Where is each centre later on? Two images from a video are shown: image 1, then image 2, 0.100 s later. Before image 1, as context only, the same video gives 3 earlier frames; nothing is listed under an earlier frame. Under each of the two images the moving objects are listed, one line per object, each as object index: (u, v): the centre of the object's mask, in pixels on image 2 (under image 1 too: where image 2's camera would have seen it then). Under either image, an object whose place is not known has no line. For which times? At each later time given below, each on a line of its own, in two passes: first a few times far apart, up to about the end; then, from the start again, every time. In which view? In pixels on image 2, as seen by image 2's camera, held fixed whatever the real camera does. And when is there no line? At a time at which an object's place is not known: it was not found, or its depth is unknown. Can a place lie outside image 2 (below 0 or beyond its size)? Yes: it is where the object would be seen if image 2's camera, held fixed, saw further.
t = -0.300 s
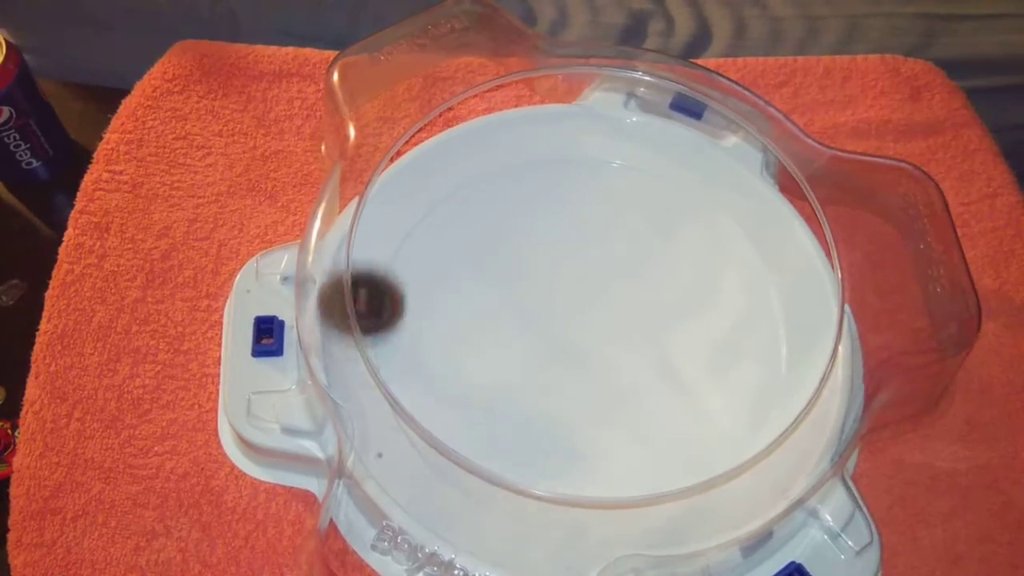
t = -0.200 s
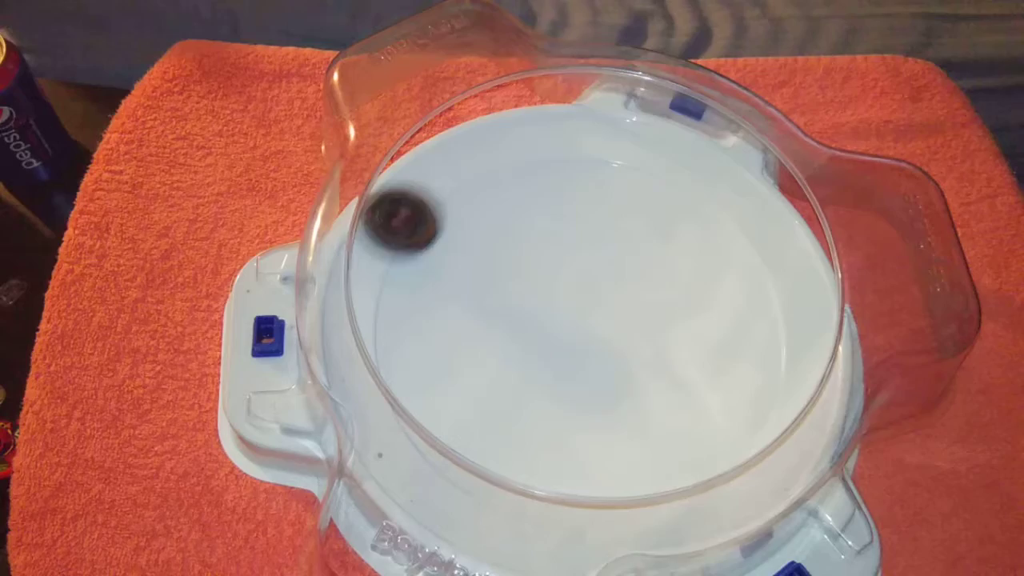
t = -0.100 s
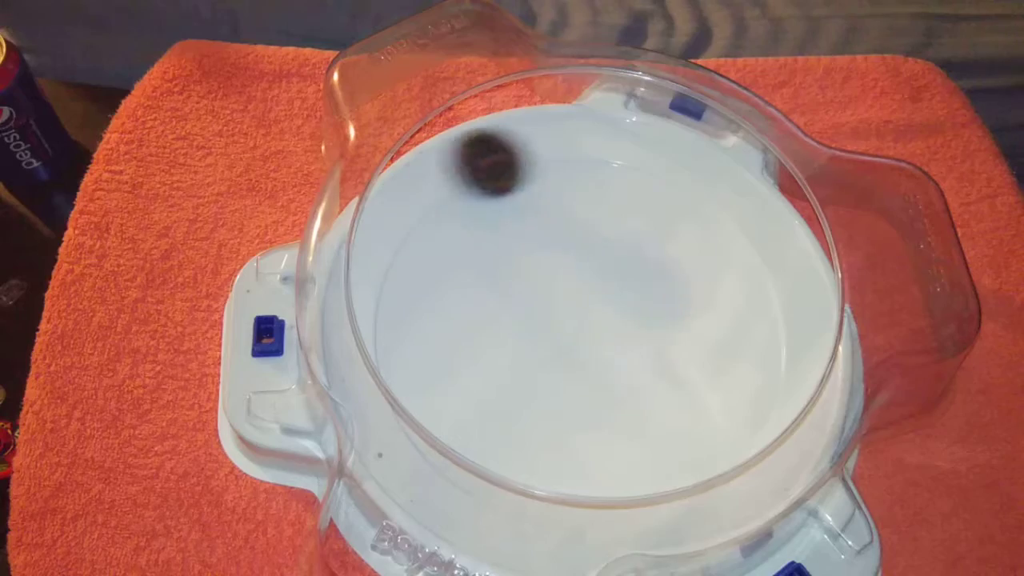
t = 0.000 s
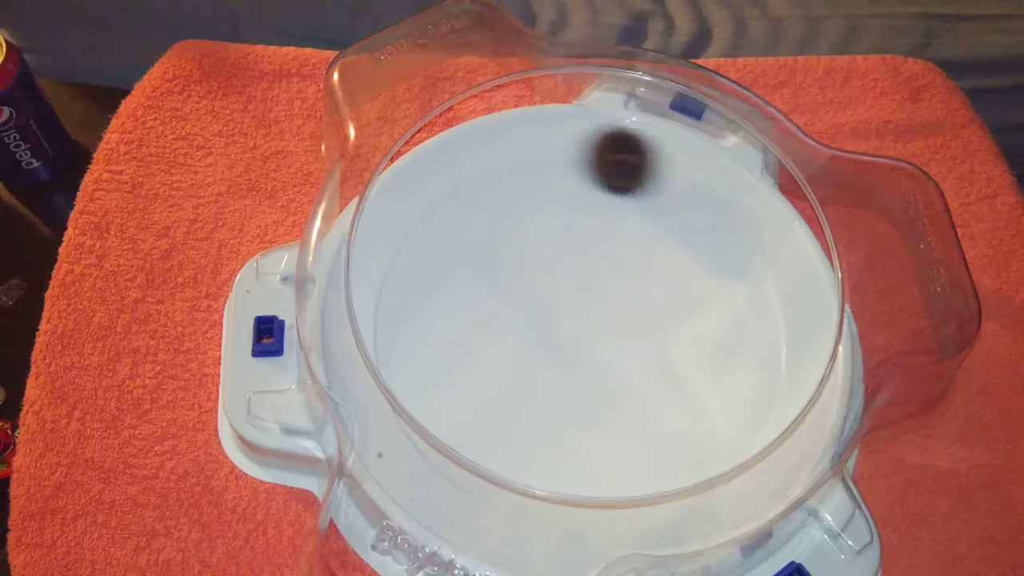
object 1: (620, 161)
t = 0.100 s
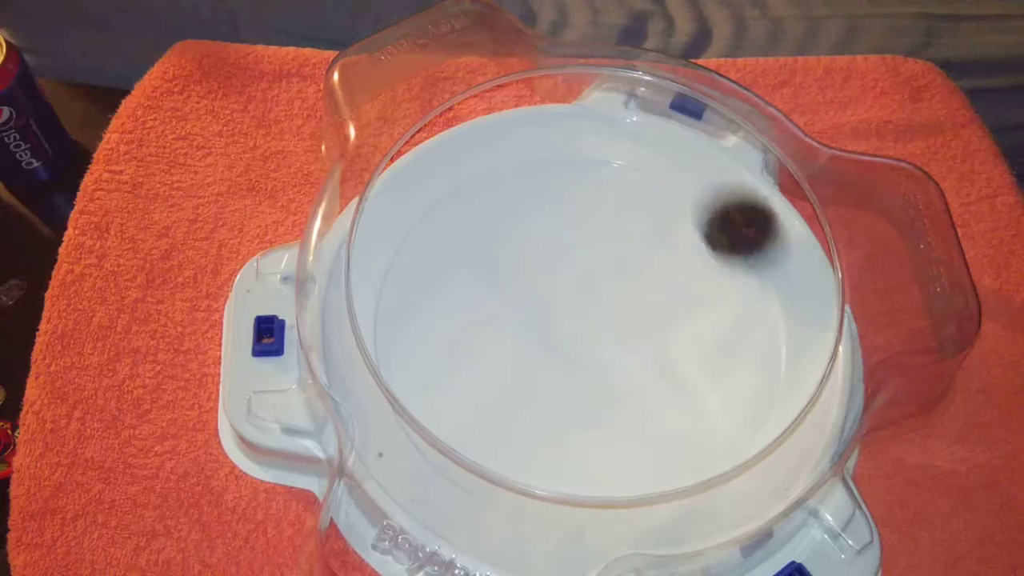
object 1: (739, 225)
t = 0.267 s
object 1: (723, 453)
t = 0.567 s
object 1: (391, 316)
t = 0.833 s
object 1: (618, 154)
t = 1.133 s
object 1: (722, 453)
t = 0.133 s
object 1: (763, 269)
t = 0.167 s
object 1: (779, 315)
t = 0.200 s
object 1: (776, 364)
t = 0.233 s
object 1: (756, 411)
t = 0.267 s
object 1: (723, 453)
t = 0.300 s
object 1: (677, 483)
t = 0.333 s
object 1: (624, 497)
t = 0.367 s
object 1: (568, 498)
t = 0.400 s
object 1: (516, 485)
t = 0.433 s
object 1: (471, 462)
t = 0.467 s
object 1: (435, 430)
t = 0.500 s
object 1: (408, 393)
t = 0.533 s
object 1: (393, 354)
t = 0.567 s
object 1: (391, 316)
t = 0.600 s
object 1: (393, 279)
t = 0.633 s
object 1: (406, 243)
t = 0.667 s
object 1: (427, 213)
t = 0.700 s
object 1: (456, 187)
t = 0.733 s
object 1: (492, 167)
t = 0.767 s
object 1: (531, 154)
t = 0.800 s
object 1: (574, 149)
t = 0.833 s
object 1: (618, 154)
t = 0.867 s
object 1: (661, 168)
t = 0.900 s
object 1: (698, 190)
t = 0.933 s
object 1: (733, 220)
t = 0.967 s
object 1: (758, 256)
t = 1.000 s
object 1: (772, 298)
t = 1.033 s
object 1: (778, 340)
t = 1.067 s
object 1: (771, 381)
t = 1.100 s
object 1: (751, 419)
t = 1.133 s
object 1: (722, 453)
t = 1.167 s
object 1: (686, 478)
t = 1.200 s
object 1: (643, 493)
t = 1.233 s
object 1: (596, 498)
